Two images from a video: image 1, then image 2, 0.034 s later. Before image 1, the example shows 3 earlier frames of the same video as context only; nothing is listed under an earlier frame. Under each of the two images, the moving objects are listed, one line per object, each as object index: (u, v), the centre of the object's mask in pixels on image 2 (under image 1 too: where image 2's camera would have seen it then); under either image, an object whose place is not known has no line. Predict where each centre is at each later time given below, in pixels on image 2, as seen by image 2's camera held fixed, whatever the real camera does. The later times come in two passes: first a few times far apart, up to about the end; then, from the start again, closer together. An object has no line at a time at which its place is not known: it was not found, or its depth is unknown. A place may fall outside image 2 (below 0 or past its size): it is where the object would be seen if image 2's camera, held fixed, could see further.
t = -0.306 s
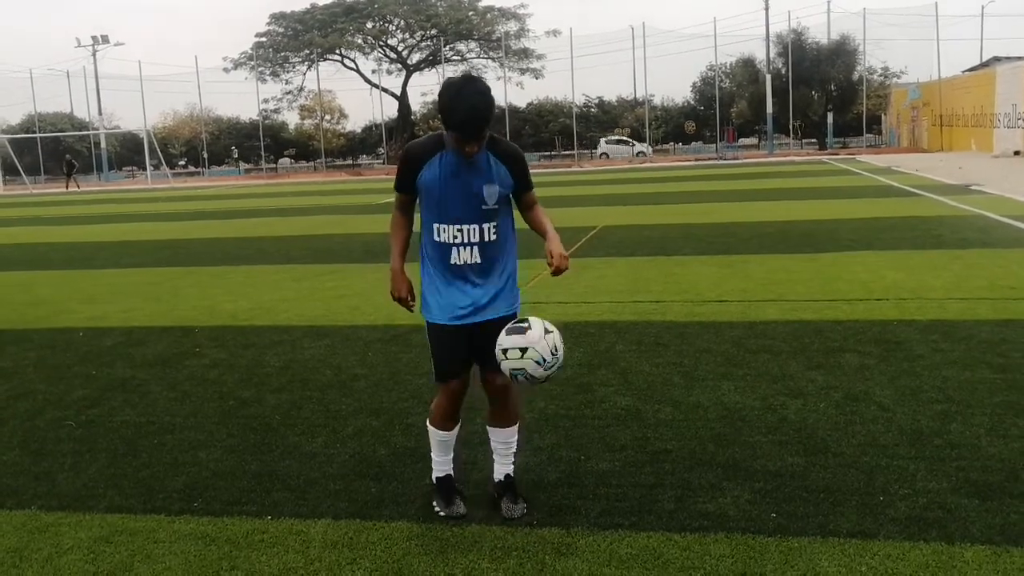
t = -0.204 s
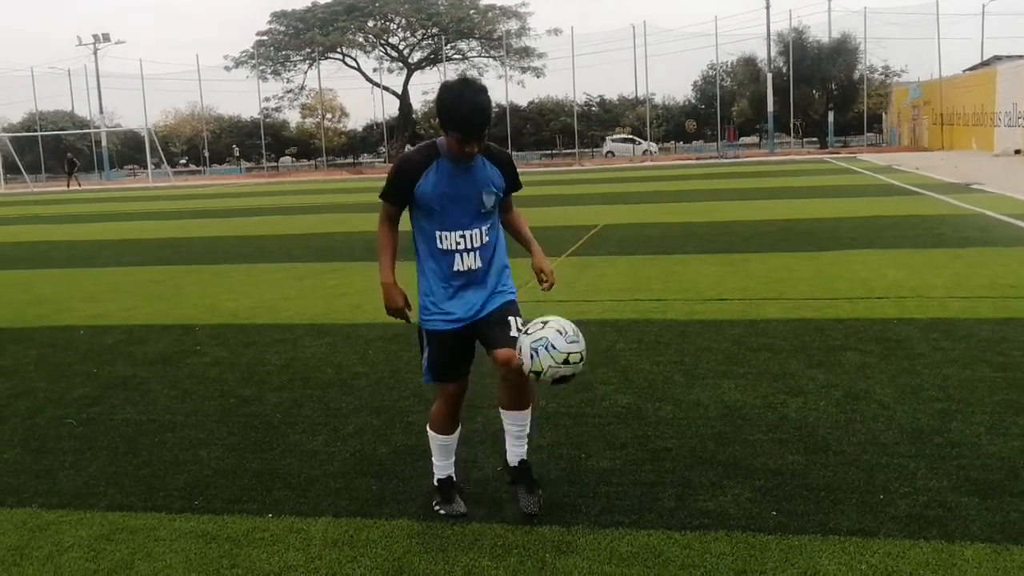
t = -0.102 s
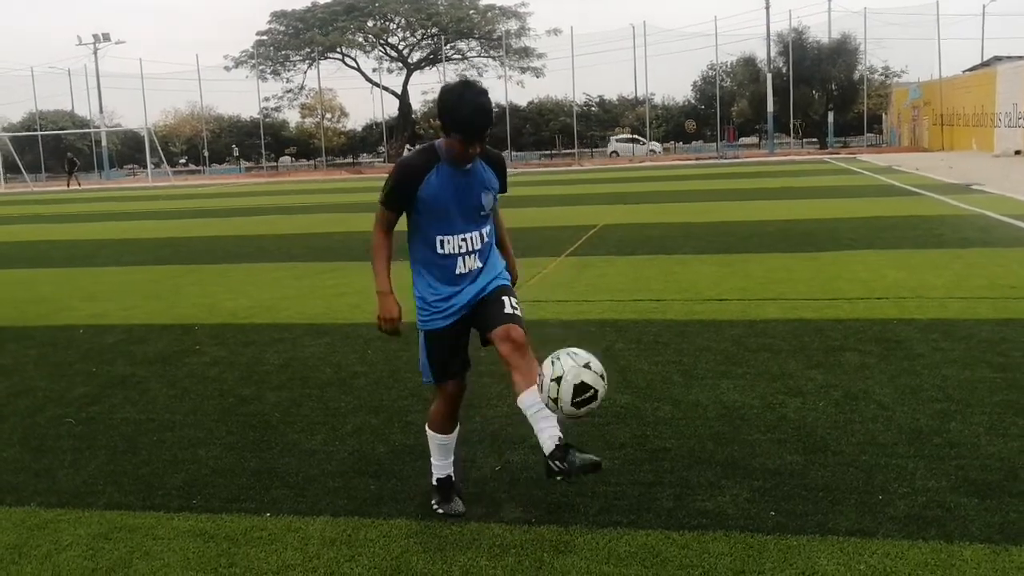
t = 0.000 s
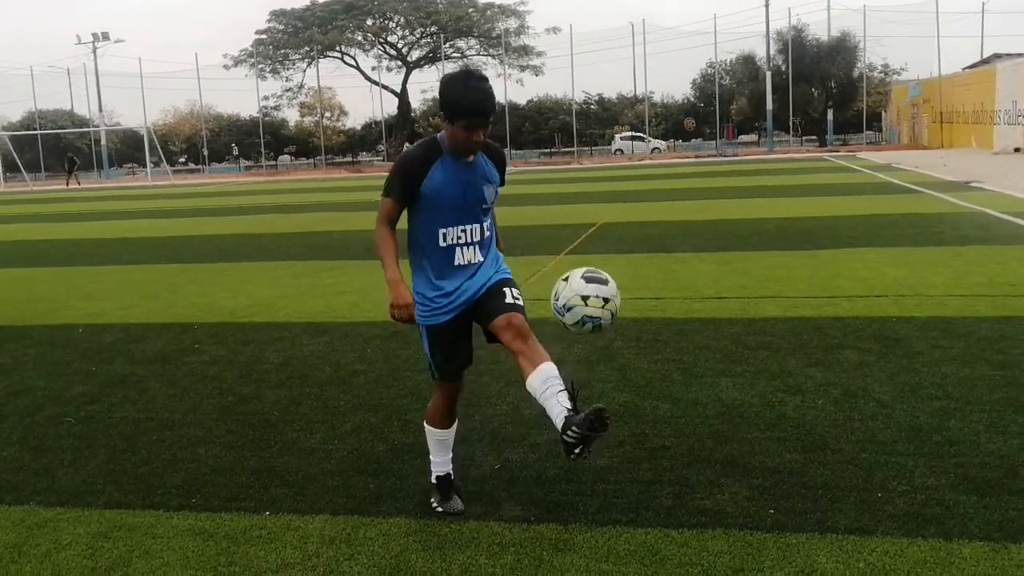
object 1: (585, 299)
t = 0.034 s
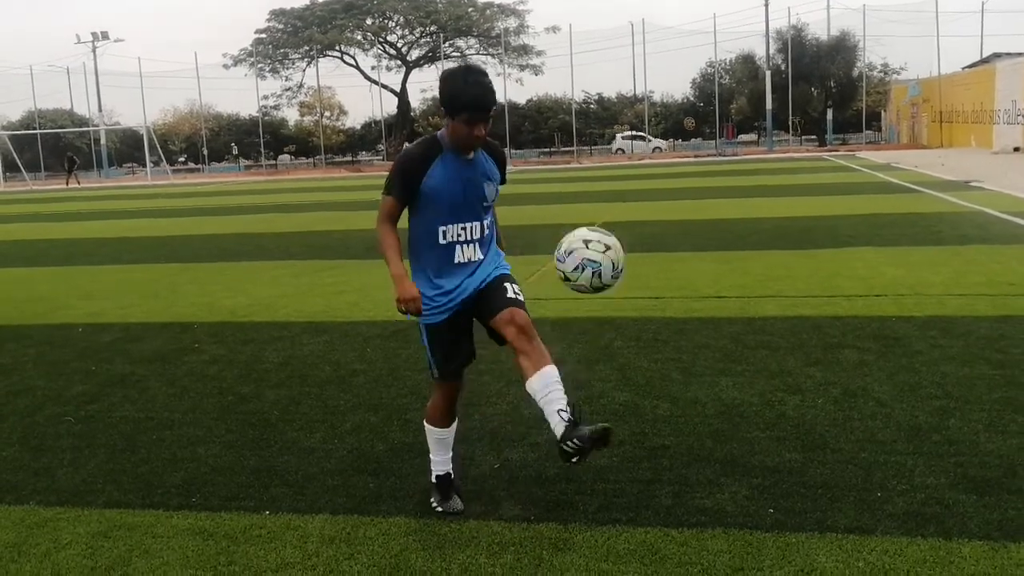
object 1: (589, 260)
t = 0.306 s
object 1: (623, 54)
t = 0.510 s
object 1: (657, 48)
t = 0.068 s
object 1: (593, 223)
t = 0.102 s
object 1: (597, 190)
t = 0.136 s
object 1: (602, 159)
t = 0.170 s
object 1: (606, 131)
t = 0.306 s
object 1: (623, 54)
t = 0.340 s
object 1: (628, 43)
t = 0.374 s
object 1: (633, 37)
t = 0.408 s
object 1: (638, 34)
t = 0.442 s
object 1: (646, 35)
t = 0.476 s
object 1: (651, 40)
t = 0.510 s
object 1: (657, 48)
